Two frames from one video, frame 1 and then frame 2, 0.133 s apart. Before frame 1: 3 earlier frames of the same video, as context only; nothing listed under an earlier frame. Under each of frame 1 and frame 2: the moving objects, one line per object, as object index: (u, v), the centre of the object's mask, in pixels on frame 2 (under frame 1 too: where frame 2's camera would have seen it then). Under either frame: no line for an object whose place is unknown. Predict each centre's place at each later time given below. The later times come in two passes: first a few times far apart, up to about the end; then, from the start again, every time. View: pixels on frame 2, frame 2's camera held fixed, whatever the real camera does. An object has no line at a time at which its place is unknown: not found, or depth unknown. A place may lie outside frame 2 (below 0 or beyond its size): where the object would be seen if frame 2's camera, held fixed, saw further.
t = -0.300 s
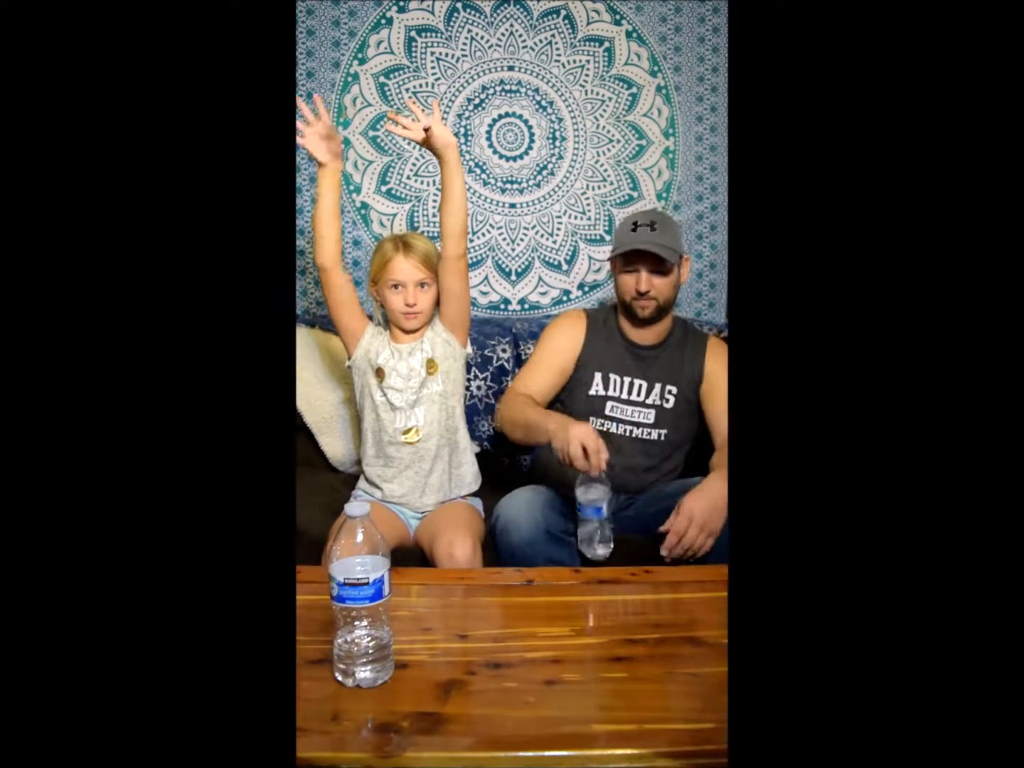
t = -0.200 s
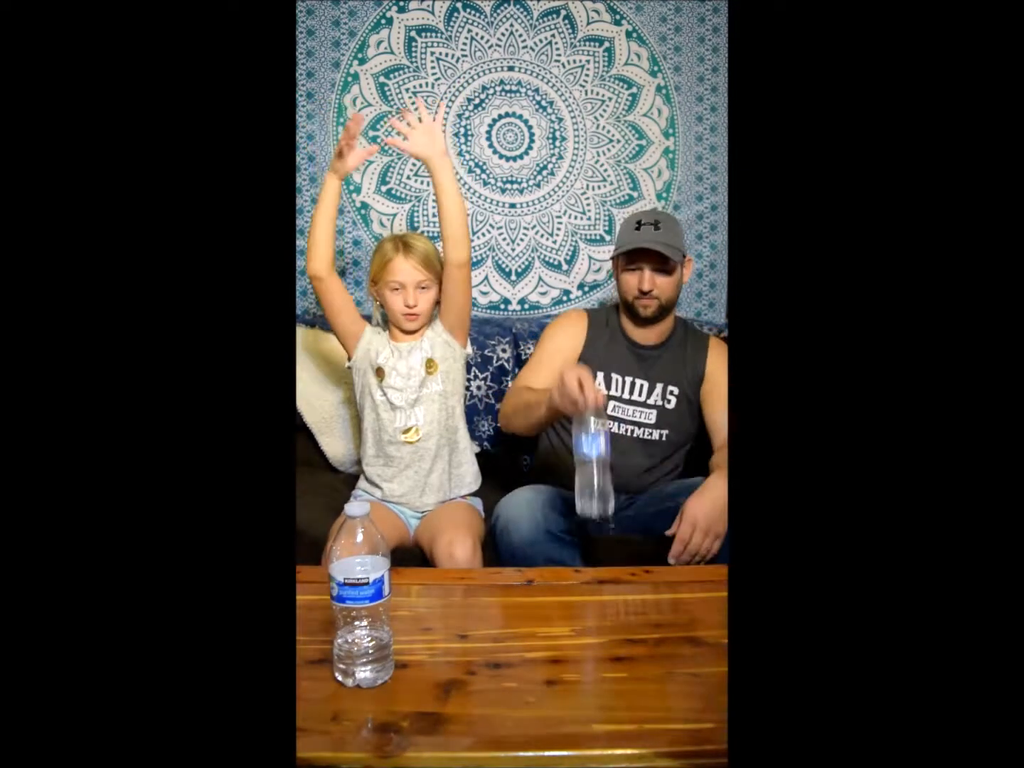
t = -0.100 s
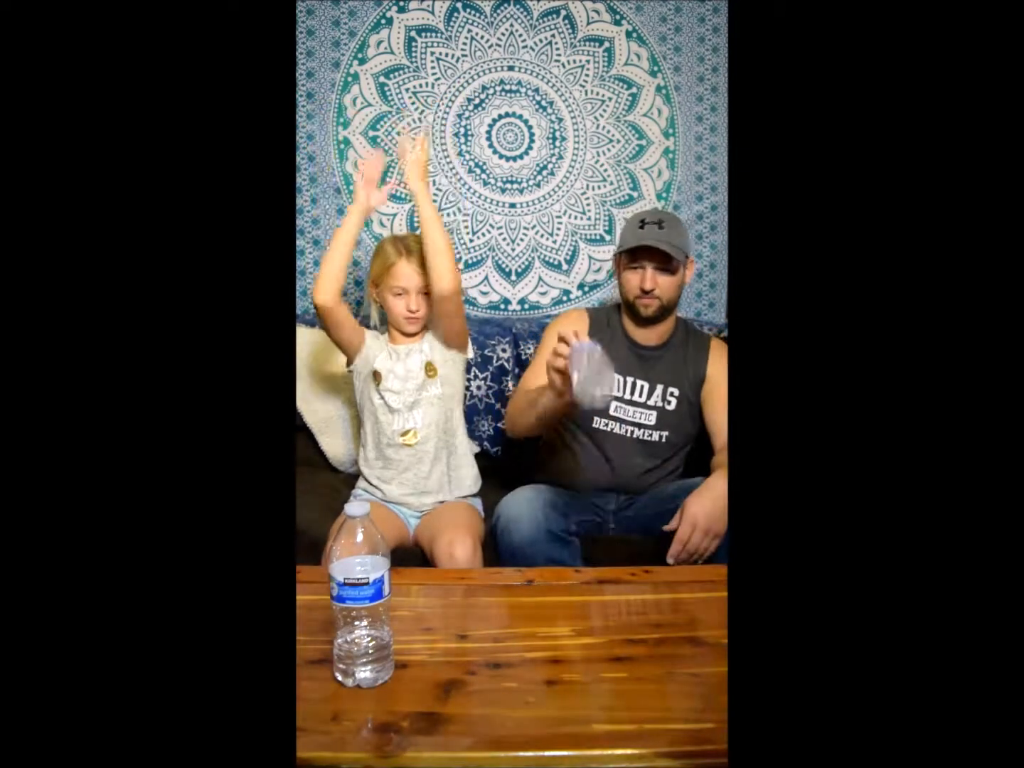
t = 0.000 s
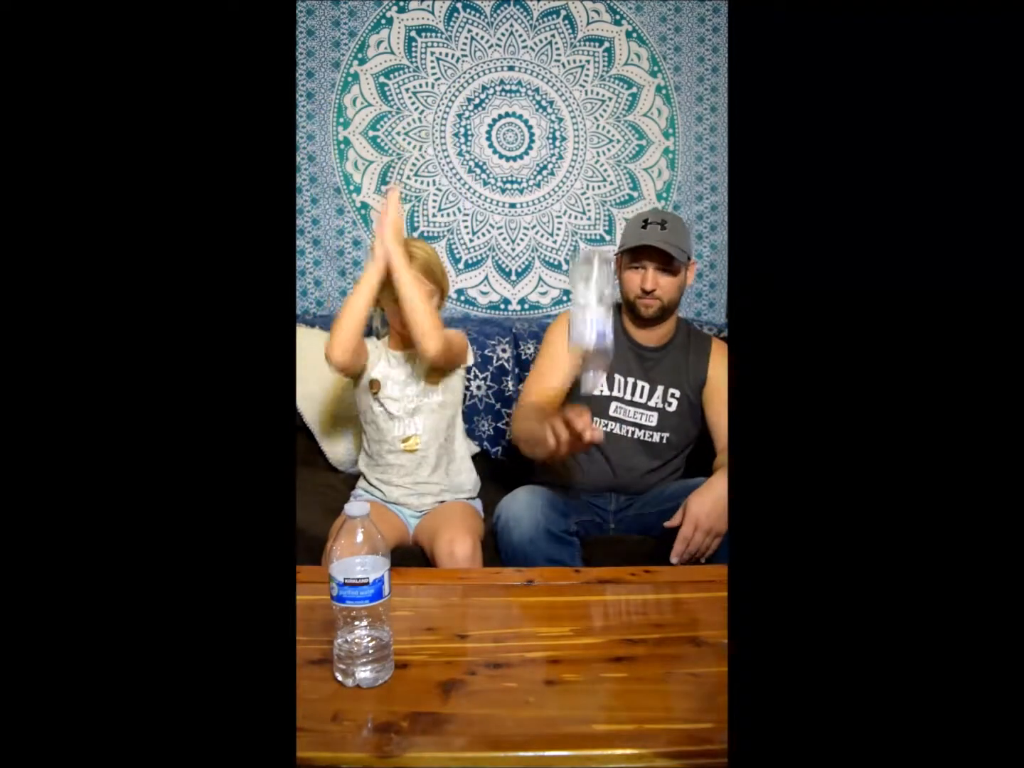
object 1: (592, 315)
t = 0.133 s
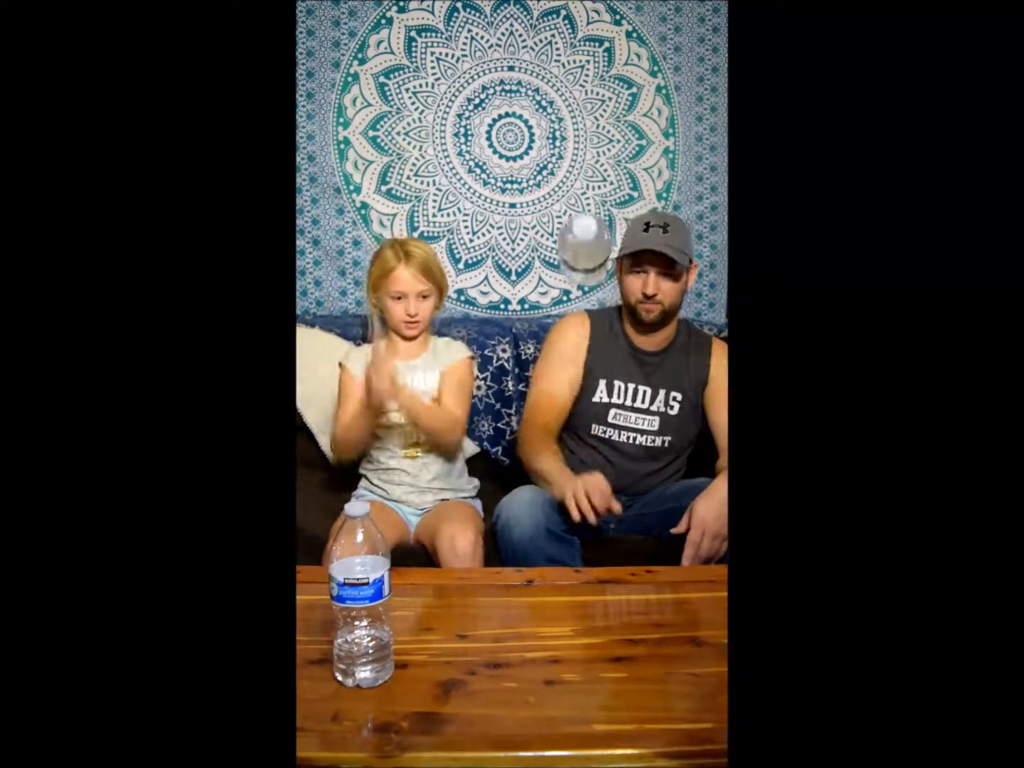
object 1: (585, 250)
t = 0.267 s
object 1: (576, 353)
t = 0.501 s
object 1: (545, 645)
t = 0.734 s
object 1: (522, 681)
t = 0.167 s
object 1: (583, 261)
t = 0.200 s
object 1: (581, 278)
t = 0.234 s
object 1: (578, 311)
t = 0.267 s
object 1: (576, 353)
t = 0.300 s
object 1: (573, 404)
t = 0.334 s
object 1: (567, 476)
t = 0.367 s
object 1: (564, 552)
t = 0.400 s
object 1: (561, 594)
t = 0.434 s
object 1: (558, 605)
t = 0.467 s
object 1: (552, 623)
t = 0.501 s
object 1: (545, 645)
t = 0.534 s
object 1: (539, 672)
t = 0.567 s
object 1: (536, 680)
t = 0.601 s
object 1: (532, 682)
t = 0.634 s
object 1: (530, 681)
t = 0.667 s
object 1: (527, 681)
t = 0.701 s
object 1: (524, 682)
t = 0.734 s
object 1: (522, 681)
